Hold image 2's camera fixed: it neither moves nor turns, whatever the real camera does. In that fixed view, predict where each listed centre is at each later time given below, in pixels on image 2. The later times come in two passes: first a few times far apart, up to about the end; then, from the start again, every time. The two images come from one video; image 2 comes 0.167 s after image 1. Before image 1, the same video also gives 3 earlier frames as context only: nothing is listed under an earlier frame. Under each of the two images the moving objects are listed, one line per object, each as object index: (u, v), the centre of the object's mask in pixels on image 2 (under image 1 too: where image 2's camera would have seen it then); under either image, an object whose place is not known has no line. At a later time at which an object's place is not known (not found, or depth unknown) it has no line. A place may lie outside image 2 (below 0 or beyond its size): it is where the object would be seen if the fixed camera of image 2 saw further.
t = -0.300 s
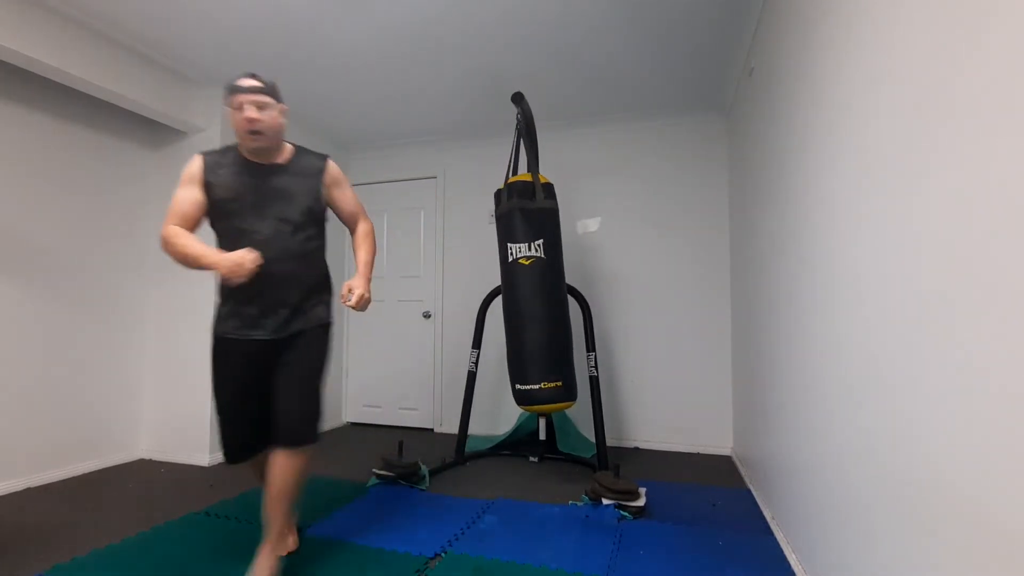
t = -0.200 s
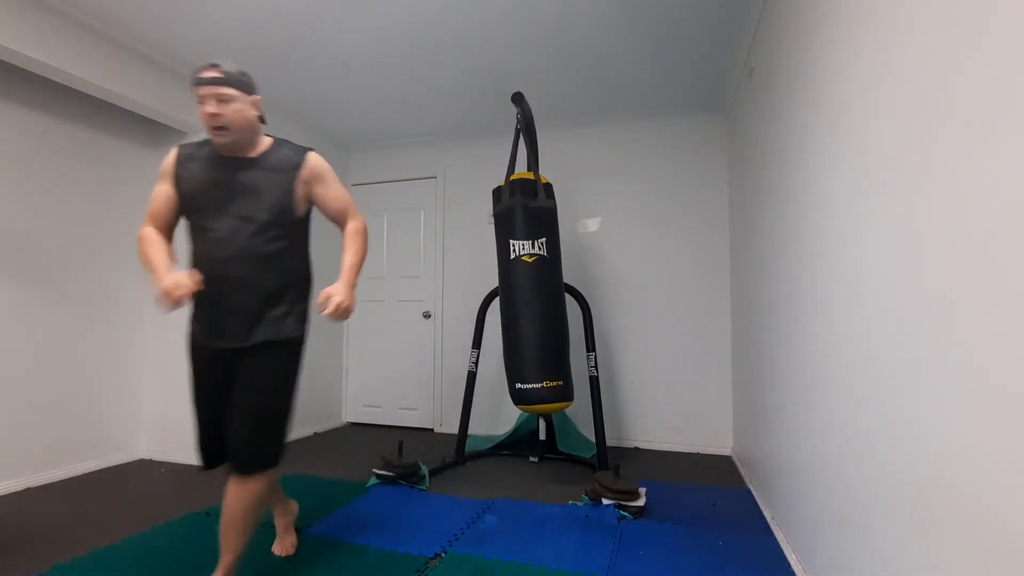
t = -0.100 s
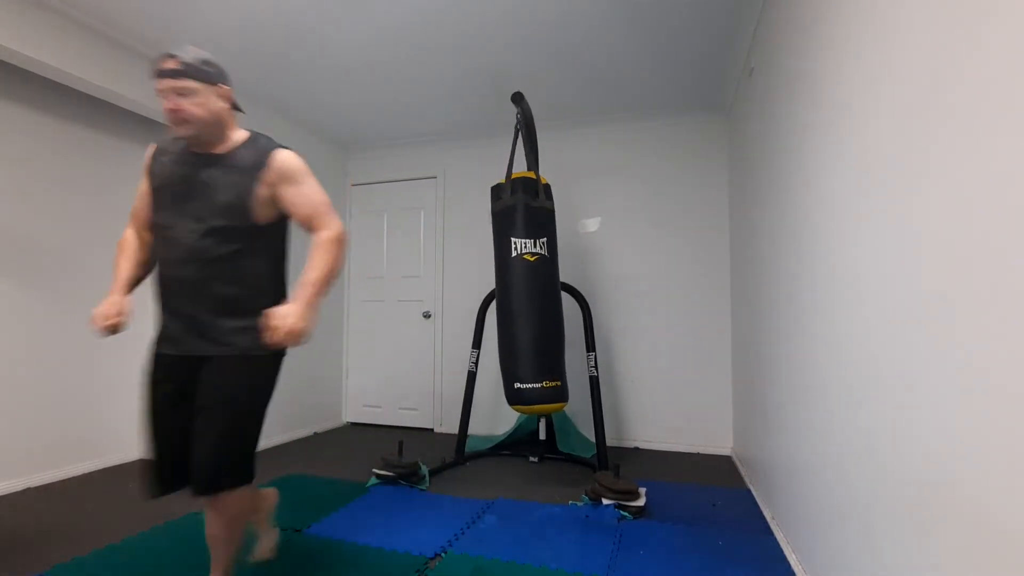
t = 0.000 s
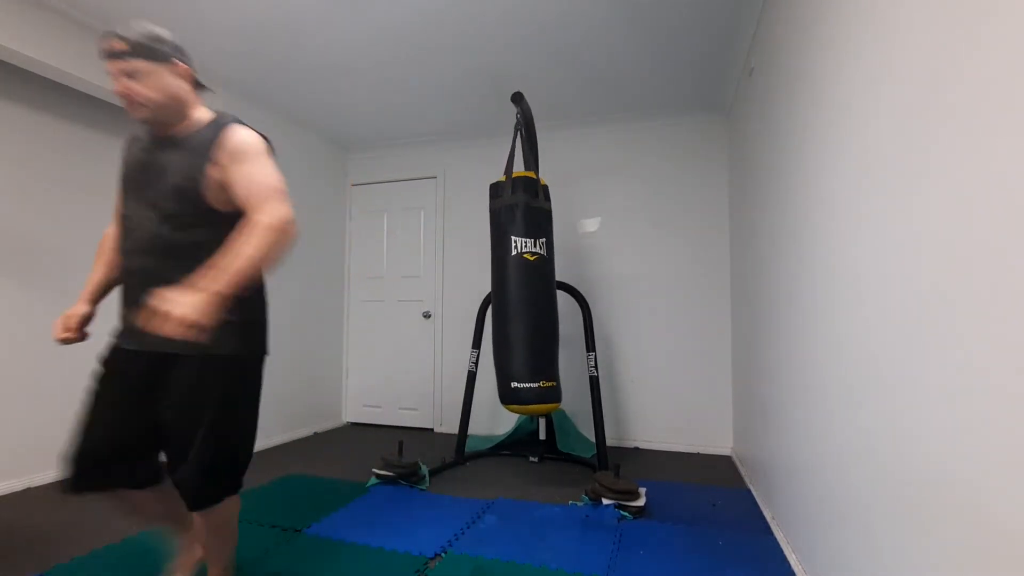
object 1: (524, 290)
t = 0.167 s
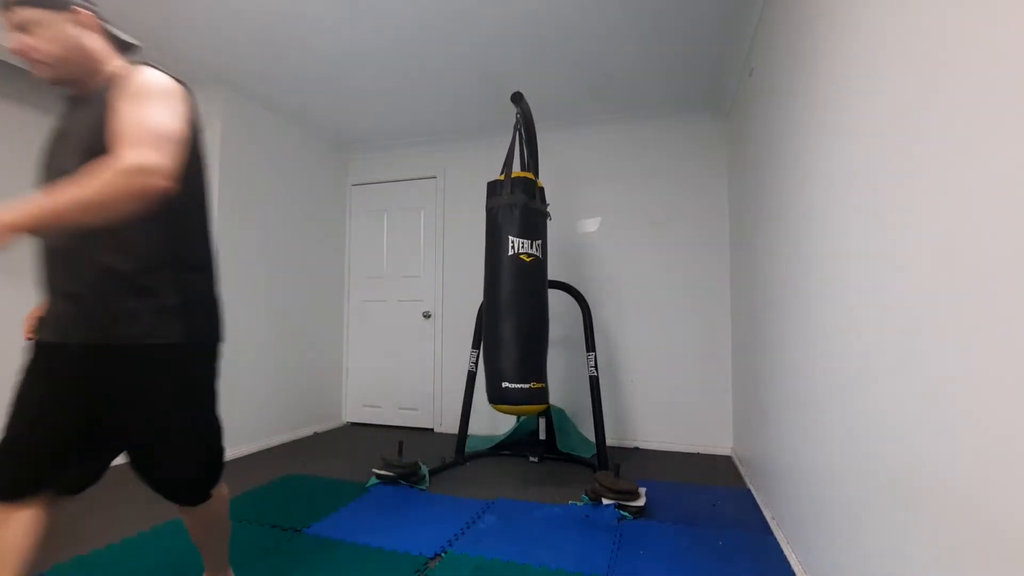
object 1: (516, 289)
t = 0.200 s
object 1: (515, 287)
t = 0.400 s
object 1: (507, 286)
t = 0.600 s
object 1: (504, 285)
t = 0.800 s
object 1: (505, 283)
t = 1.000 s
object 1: (510, 283)
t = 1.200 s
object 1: (518, 288)
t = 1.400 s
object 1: (526, 289)
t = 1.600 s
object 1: (532, 290)
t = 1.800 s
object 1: (534, 291)
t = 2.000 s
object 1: (532, 291)
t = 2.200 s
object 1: (525, 292)
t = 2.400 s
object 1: (516, 292)
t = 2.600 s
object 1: (508, 292)
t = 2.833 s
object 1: (504, 291)
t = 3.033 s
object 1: (506, 288)
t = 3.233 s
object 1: (511, 282)
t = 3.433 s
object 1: (518, 282)
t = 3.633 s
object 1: (526, 287)
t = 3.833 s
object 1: (531, 288)
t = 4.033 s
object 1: (533, 289)
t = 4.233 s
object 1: (531, 290)
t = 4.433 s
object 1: (524, 291)
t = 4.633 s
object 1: (516, 295)
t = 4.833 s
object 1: (508, 292)
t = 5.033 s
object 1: (505, 291)
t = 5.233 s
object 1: (506, 291)
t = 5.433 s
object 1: (510, 289)
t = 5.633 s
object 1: (517, 288)
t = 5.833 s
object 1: (525, 289)
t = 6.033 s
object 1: (531, 289)
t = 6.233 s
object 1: (533, 290)
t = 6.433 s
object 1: (532, 293)
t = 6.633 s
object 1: (525, 292)
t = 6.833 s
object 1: (517, 291)
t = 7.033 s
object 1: (510, 287)
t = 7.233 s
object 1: (506, 286)
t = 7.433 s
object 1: (506, 284)
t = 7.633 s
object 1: (510, 283)
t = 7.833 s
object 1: (516, 283)
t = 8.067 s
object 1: (525, 287)
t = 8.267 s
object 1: (530, 285)
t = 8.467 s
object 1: (532, 286)
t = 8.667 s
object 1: (530, 291)
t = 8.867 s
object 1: (524, 291)
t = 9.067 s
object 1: (517, 291)
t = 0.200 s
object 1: (515, 287)
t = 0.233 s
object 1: (513, 287)
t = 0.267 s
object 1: (512, 287)
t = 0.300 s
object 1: (510, 289)
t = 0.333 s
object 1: (509, 287)
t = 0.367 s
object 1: (508, 286)
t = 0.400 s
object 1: (507, 286)
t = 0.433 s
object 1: (506, 286)
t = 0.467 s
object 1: (505, 289)
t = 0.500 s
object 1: (505, 289)
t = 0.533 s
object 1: (504, 288)
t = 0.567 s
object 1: (504, 285)
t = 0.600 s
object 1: (504, 285)
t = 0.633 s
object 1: (504, 284)
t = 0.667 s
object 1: (504, 284)
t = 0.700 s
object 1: (504, 284)
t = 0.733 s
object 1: (504, 284)
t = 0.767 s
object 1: (505, 283)
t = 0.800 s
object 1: (505, 283)
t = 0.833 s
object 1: (506, 283)
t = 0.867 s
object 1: (507, 283)
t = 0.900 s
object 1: (507, 283)
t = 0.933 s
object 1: (508, 283)
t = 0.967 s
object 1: (509, 283)
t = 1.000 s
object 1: (510, 283)
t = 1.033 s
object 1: (511, 287)
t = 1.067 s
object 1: (513, 287)
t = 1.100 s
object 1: (514, 287)
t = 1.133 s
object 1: (515, 287)
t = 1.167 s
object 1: (517, 287)
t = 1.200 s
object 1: (518, 288)
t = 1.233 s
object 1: (519, 287)
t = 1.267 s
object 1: (521, 288)
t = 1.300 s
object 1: (522, 289)
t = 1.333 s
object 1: (523, 288)
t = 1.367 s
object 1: (525, 289)
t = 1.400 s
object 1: (526, 289)
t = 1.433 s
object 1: (527, 289)
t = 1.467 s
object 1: (528, 289)
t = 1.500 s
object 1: (530, 289)
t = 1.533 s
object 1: (530, 289)
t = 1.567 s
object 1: (531, 289)
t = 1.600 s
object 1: (532, 290)
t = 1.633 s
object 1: (533, 290)
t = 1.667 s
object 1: (533, 290)
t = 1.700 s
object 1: (534, 291)
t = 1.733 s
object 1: (534, 291)
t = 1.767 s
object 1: (534, 291)
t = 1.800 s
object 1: (534, 291)
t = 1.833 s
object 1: (534, 291)
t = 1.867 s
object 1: (534, 291)
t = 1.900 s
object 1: (534, 291)
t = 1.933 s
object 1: (533, 289)
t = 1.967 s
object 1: (533, 291)
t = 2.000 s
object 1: (532, 291)
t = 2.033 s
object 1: (531, 291)
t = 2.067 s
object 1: (530, 291)
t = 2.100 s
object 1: (529, 291)
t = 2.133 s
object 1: (527, 291)
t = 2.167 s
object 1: (526, 292)
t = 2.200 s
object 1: (525, 292)
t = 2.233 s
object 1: (523, 293)
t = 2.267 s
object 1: (522, 292)
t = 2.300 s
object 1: (520, 292)
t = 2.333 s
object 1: (519, 292)
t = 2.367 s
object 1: (517, 292)
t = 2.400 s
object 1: (516, 292)
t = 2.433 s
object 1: (514, 293)
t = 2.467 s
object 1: (513, 293)
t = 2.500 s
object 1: (511, 293)
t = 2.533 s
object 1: (510, 293)
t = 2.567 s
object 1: (509, 292)
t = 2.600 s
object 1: (508, 292)
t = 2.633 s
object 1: (507, 292)
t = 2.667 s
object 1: (506, 292)
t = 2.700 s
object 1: (506, 291)
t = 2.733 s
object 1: (505, 292)
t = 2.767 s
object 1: (504, 292)
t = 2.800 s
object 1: (504, 290)
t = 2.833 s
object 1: (504, 291)
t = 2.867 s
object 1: (504, 288)
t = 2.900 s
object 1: (504, 288)
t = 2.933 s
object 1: (504, 288)
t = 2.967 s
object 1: (505, 288)
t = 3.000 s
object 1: (505, 288)
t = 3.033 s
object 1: (506, 288)
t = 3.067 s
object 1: (506, 288)
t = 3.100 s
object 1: (507, 283)
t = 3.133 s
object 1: (508, 283)
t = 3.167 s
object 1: (509, 283)
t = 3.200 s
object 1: (510, 282)
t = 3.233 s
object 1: (511, 282)
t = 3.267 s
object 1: (512, 282)
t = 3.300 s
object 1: (513, 282)
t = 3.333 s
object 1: (514, 282)
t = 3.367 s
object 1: (516, 282)
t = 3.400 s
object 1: (517, 282)
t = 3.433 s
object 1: (518, 282)
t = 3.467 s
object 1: (519, 285)
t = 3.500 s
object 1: (521, 286)
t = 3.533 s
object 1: (522, 286)
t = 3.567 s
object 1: (523, 286)
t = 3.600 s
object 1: (524, 286)
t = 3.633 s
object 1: (526, 287)
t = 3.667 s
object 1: (527, 287)
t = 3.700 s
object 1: (528, 287)
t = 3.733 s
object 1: (529, 287)
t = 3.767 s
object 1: (530, 287)
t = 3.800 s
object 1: (531, 288)
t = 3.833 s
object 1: (531, 288)
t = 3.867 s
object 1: (532, 288)
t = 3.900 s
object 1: (532, 288)
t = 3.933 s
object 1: (533, 289)
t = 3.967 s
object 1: (533, 289)
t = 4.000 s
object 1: (533, 289)
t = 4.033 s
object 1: (533, 289)
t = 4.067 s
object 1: (533, 289)
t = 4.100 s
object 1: (533, 290)
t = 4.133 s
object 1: (533, 290)
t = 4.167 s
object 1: (532, 290)
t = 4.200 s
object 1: (532, 290)
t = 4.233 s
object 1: (531, 290)
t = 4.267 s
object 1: (530, 290)
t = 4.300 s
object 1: (529, 290)
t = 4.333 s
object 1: (528, 291)
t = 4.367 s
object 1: (527, 291)
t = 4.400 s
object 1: (526, 291)
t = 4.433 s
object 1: (524, 291)
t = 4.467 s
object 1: (523, 292)
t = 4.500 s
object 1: (522, 292)
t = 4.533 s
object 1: (520, 293)
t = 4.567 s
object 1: (519, 292)
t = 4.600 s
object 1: (517, 293)
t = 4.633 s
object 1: (516, 295)
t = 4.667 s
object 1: (514, 295)
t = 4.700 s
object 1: (513, 295)
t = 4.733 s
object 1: (512, 294)
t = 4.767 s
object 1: (511, 293)
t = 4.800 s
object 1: (509, 293)
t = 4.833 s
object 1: (508, 292)
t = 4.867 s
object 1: (508, 293)
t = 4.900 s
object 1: (507, 292)
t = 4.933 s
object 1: (506, 294)
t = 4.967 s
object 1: (506, 292)
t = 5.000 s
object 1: (505, 291)
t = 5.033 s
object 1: (505, 291)
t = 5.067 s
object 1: (505, 291)
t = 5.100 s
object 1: (505, 291)
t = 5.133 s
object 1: (505, 291)
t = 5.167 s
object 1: (505, 291)
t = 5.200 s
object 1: (506, 290)
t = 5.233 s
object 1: (506, 291)
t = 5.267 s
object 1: (507, 290)
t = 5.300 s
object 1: (507, 290)
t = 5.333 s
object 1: (508, 290)
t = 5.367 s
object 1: (509, 289)
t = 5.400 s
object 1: (509, 289)
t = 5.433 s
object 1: (510, 289)
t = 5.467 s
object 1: (511, 289)
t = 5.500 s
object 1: (513, 289)
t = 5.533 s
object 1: (514, 289)
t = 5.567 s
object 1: (515, 289)
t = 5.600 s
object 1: (516, 289)
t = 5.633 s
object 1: (517, 288)
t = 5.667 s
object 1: (519, 288)
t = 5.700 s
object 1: (520, 288)
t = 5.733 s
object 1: (521, 289)
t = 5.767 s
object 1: (522, 288)
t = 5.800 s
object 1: (524, 290)
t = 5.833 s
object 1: (525, 289)
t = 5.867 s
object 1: (526, 288)
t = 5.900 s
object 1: (527, 289)
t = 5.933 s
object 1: (528, 290)
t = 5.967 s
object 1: (529, 289)
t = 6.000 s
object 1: (530, 289)
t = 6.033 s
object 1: (531, 289)
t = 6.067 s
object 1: (531, 289)
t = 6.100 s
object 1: (532, 290)
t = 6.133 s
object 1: (533, 290)
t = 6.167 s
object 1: (533, 290)
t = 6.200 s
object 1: (534, 293)
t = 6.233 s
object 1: (533, 290)
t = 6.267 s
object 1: (533, 291)
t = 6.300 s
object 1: (533, 291)
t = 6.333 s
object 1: (533, 291)
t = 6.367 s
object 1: (533, 293)
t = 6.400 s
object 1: (532, 291)
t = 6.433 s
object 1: (532, 293)
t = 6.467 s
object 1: (531, 292)
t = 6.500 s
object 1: (530, 292)
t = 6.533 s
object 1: (529, 292)
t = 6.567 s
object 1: (528, 292)
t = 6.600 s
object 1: (527, 292)
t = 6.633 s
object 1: (525, 292)
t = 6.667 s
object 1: (524, 292)
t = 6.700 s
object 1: (523, 292)
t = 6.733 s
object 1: (521, 291)
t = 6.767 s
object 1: (520, 292)
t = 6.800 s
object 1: (519, 292)
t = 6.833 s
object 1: (517, 291)
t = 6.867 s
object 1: (516, 291)
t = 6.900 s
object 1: (514, 288)
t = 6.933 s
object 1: (513, 288)
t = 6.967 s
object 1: (512, 288)
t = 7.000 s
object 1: (511, 288)
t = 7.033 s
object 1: (510, 287)
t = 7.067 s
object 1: (509, 287)
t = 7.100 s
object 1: (508, 287)
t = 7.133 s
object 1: (507, 286)
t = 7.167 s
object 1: (507, 286)
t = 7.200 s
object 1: (507, 286)
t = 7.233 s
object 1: (506, 286)
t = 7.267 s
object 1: (506, 286)
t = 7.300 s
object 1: (506, 285)
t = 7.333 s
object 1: (506, 285)
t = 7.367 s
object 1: (506, 285)
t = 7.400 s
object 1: (506, 285)
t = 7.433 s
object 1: (506, 284)
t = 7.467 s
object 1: (507, 284)
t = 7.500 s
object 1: (507, 284)
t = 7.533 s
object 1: (508, 284)
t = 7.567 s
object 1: (509, 283)
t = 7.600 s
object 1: (509, 283)
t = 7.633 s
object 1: (510, 283)
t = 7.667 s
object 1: (511, 283)
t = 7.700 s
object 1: (512, 283)
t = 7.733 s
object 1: (513, 283)
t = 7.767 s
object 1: (514, 283)
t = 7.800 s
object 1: (515, 283)
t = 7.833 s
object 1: (516, 283)
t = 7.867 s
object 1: (518, 283)
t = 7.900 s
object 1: (519, 283)
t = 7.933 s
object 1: (520, 286)
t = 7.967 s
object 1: (521, 287)
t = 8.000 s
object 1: (522, 287)
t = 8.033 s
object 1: (523, 283)
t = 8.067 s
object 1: (525, 287)
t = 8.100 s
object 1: (526, 288)
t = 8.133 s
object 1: (527, 288)
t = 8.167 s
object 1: (528, 288)
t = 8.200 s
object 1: (529, 288)
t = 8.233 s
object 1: (529, 285)
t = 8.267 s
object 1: (530, 285)
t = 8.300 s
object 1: (531, 289)
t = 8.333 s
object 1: (531, 286)
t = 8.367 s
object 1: (531, 286)
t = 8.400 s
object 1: (532, 286)
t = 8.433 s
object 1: (532, 286)
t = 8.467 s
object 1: (532, 286)
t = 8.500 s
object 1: (532, 287)
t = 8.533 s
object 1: (532, 287)
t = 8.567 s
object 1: (532, 287)
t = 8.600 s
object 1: (532, 291)
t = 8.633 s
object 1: (531, 291)
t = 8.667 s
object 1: (530, 291)
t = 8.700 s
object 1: (530, 292)
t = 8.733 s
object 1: (529, 292)
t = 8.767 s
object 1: (528, 292)
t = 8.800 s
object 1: (527, 292)
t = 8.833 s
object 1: (526, 293)
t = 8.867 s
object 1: (524, 291)
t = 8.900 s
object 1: (523, 291)
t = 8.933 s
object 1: (522, 291)
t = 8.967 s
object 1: (521, 291)
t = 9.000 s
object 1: (519, 291)
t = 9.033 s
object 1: (518, 291)
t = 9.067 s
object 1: (517, 291)
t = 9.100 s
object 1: (515, 291)
